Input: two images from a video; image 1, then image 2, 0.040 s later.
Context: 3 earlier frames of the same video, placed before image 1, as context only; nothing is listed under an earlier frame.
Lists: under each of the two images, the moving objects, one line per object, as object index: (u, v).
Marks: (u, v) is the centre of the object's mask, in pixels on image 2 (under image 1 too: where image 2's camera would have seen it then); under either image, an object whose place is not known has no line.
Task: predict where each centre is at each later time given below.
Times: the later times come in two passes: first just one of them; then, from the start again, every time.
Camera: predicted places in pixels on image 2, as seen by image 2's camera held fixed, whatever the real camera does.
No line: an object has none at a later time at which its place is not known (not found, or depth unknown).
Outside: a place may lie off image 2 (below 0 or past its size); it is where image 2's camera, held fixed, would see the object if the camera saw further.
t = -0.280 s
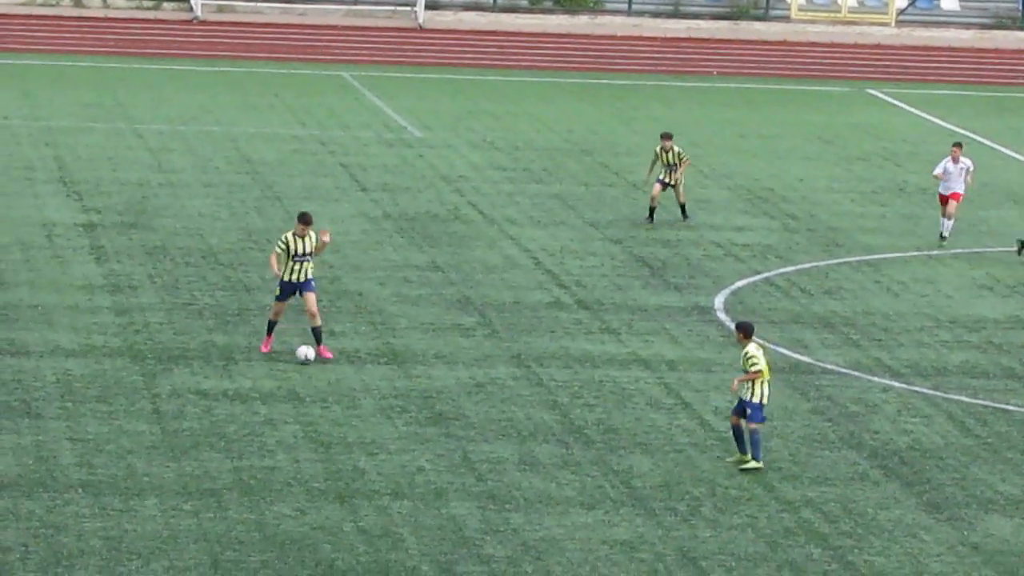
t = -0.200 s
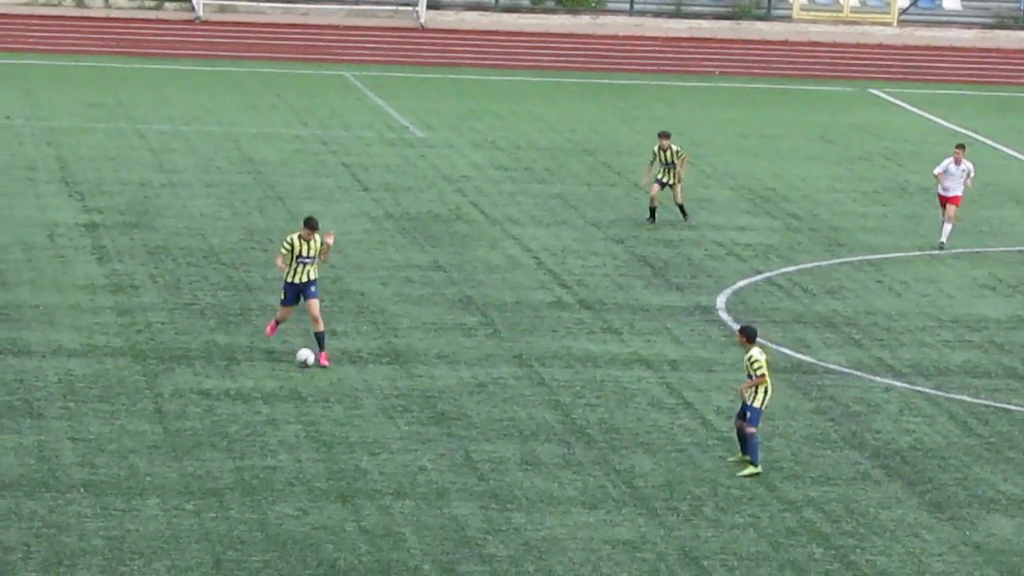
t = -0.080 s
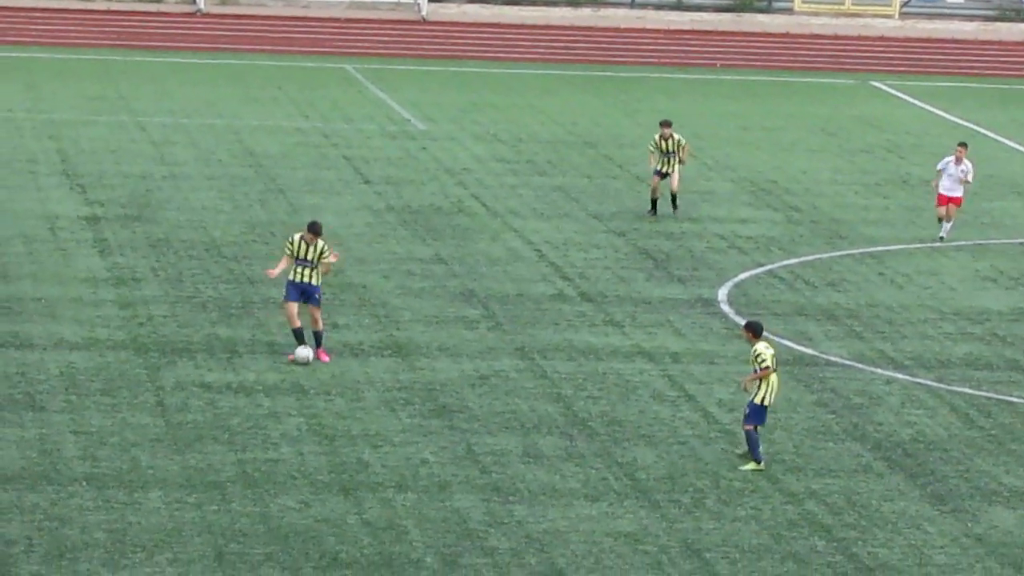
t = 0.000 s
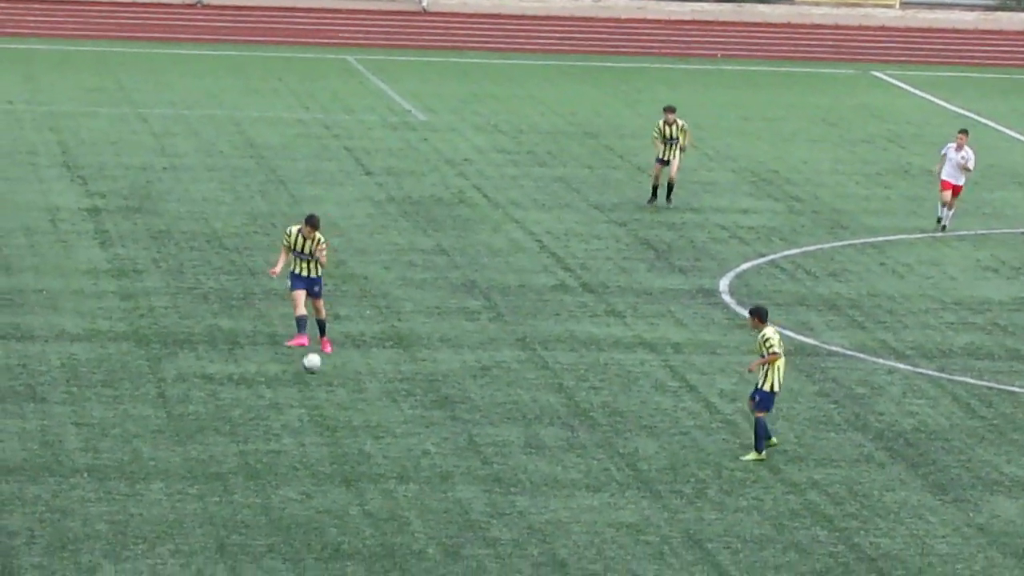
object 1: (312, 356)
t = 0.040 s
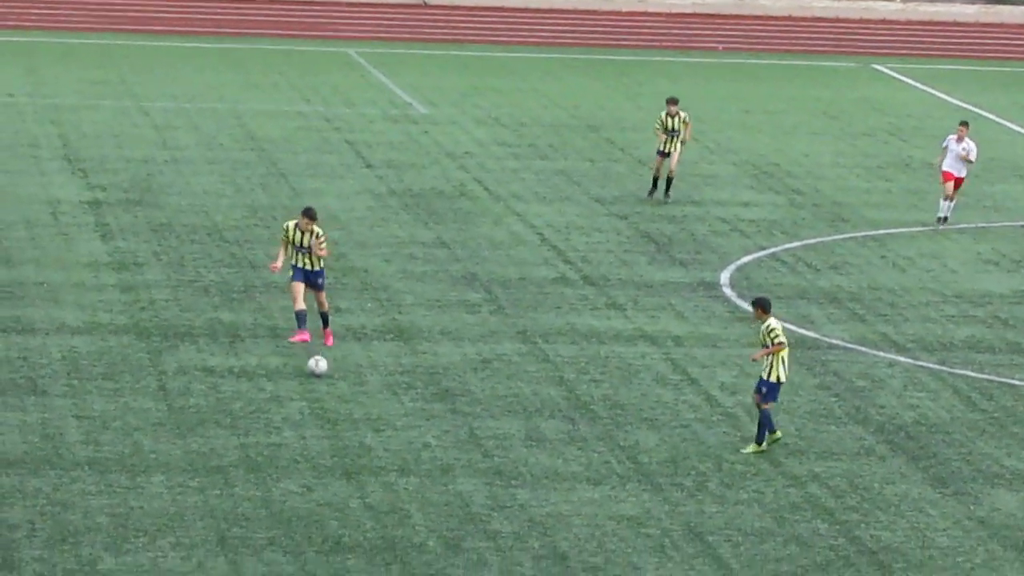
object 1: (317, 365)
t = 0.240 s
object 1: (344, 415)
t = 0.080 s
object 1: (322, 375)
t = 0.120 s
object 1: (327, 381)
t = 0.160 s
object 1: (333, 391)
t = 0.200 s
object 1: (339, 402)
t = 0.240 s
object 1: (344, 415)
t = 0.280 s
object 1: (350, 422)
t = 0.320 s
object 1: (357, 430)
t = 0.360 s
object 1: (362, 441)
